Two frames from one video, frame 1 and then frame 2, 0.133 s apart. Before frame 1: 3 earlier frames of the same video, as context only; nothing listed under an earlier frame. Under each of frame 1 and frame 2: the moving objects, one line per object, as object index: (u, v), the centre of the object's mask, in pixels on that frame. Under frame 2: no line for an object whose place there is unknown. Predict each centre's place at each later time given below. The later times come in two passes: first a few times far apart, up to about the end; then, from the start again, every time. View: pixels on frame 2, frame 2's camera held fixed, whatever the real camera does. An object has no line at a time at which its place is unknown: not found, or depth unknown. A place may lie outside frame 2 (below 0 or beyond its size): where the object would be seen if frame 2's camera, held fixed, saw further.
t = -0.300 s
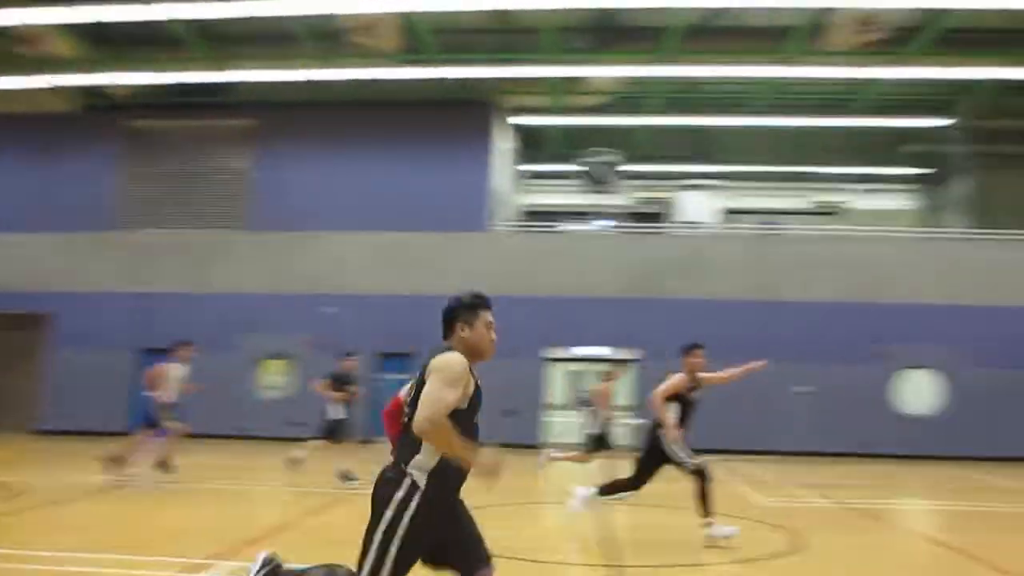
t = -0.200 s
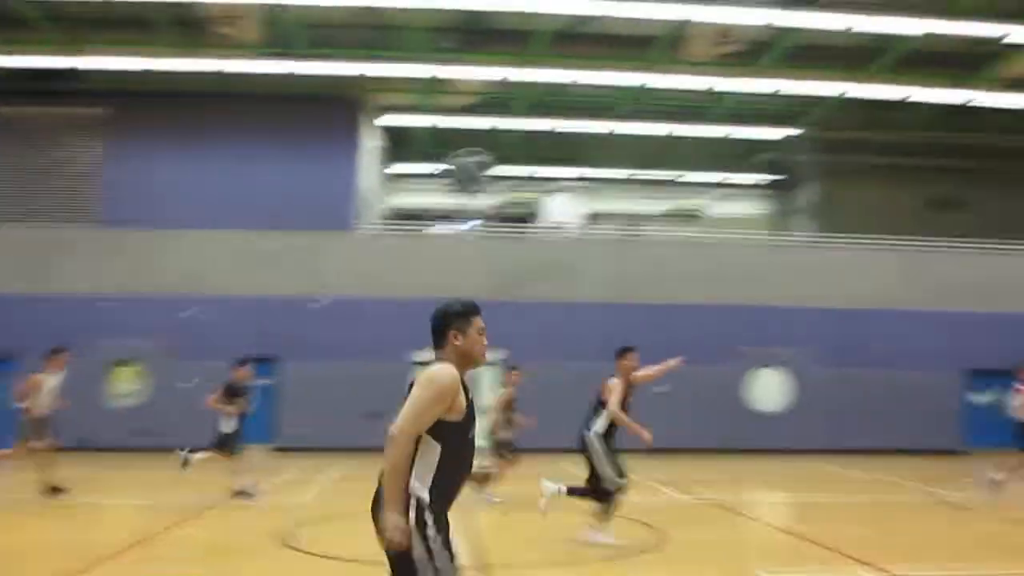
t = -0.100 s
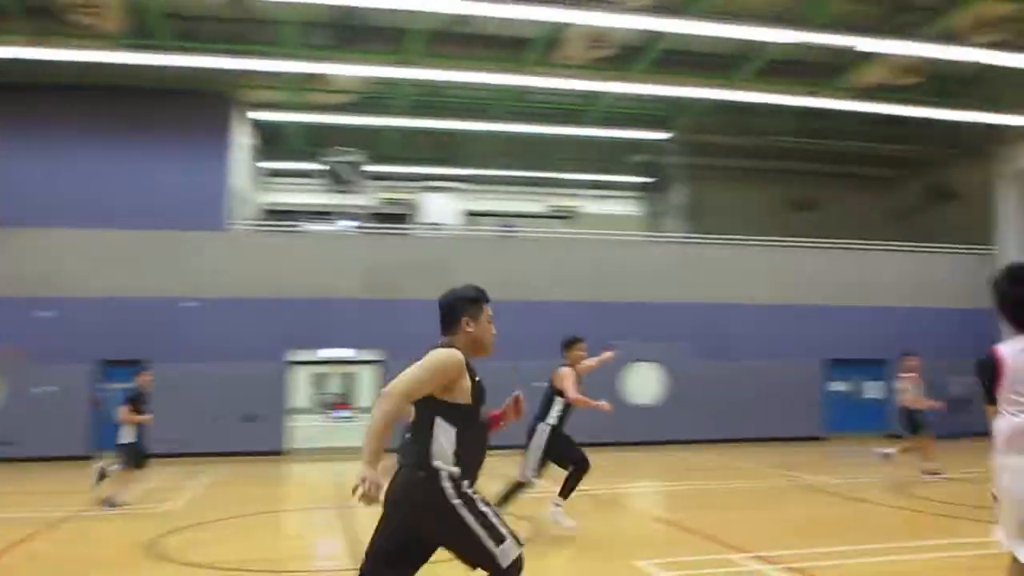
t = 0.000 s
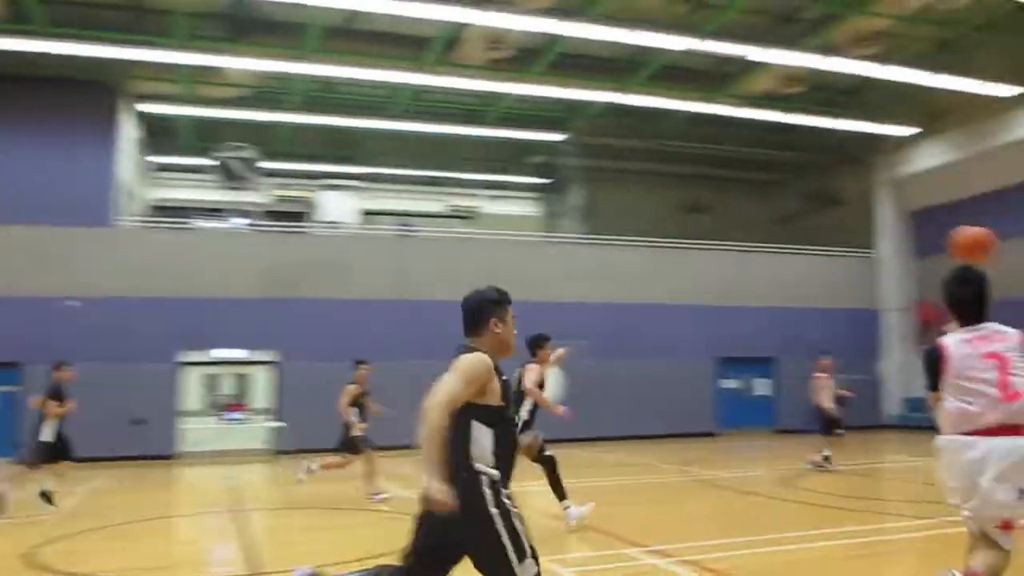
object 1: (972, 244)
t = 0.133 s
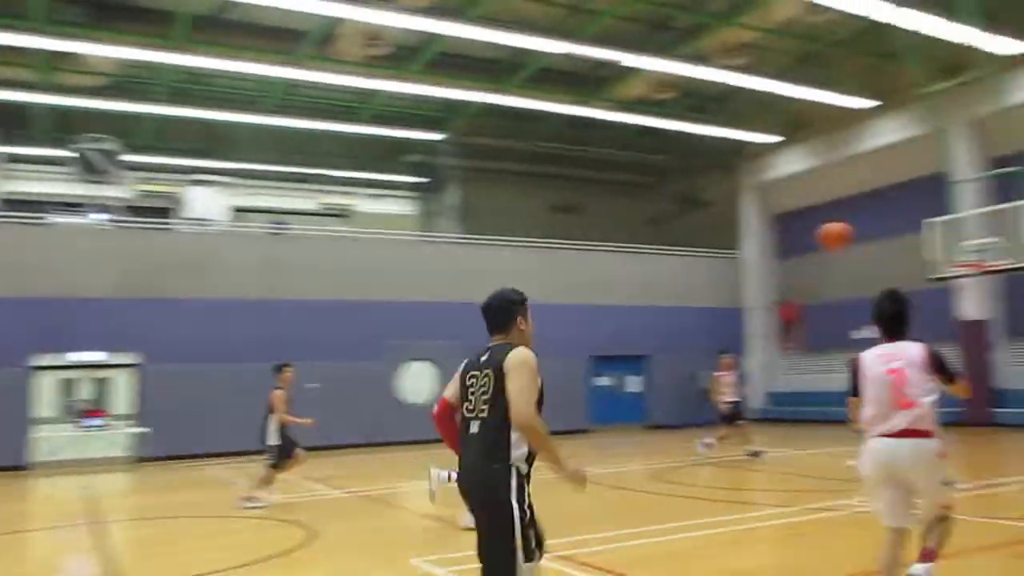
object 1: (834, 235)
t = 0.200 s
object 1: (836, 236)
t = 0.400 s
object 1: (840, 255)
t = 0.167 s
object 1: (835, 235)
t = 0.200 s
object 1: (836, 236)
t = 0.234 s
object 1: (836, 238)
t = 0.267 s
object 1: (835, 240)
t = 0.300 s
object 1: (835, 243)
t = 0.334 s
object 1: (840, 247)
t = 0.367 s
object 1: (839, 251)
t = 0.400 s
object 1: (840, 255)
